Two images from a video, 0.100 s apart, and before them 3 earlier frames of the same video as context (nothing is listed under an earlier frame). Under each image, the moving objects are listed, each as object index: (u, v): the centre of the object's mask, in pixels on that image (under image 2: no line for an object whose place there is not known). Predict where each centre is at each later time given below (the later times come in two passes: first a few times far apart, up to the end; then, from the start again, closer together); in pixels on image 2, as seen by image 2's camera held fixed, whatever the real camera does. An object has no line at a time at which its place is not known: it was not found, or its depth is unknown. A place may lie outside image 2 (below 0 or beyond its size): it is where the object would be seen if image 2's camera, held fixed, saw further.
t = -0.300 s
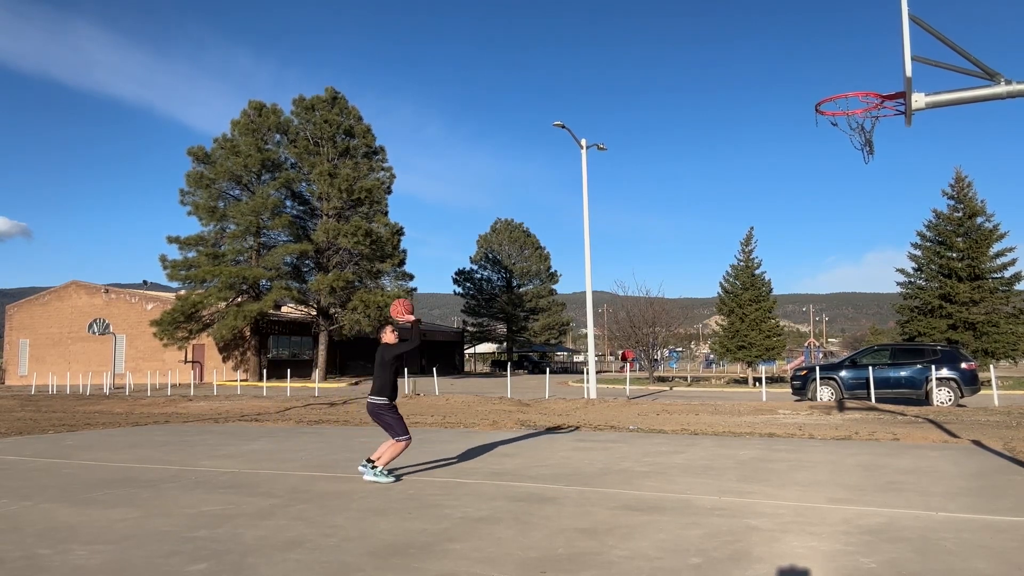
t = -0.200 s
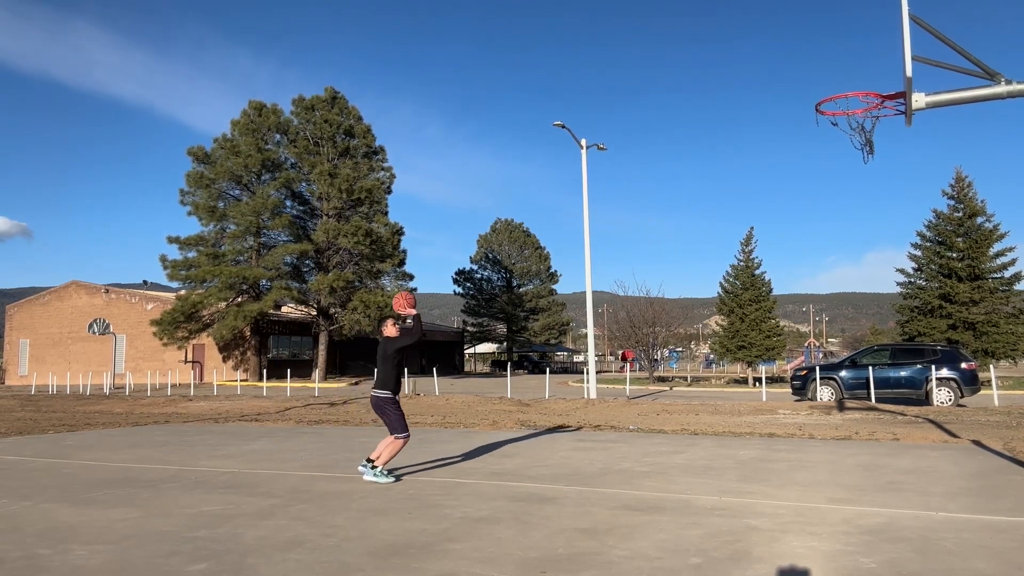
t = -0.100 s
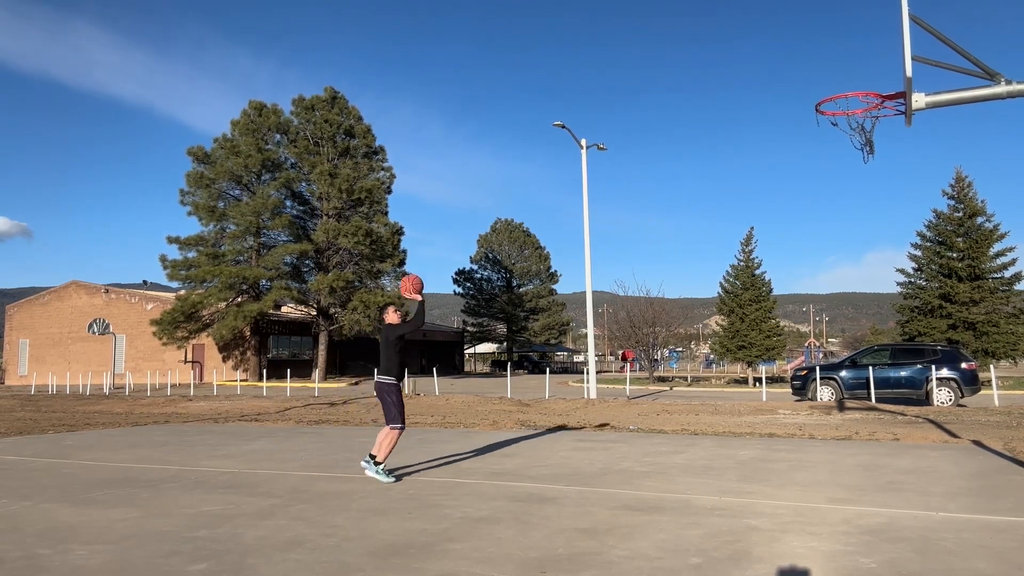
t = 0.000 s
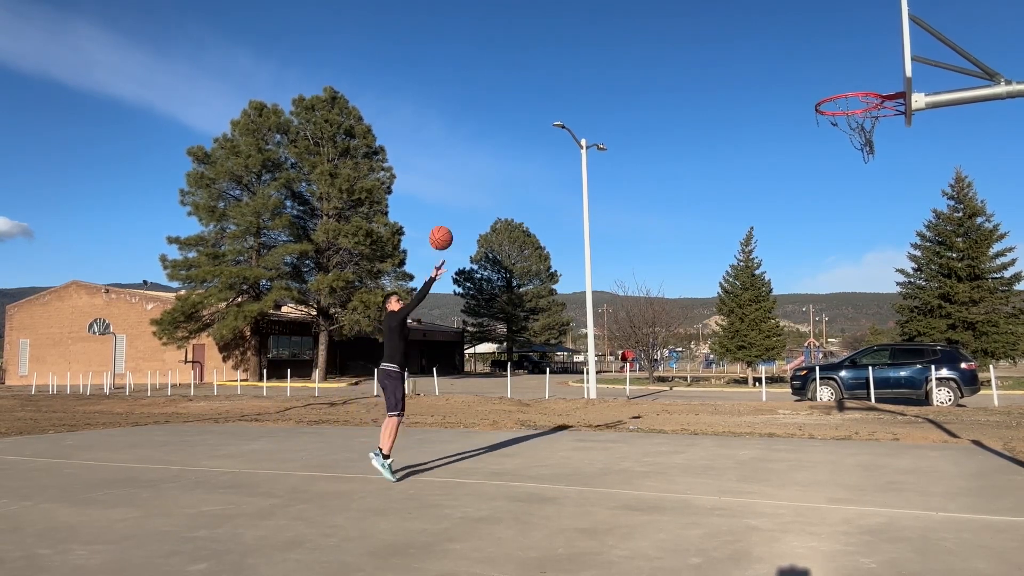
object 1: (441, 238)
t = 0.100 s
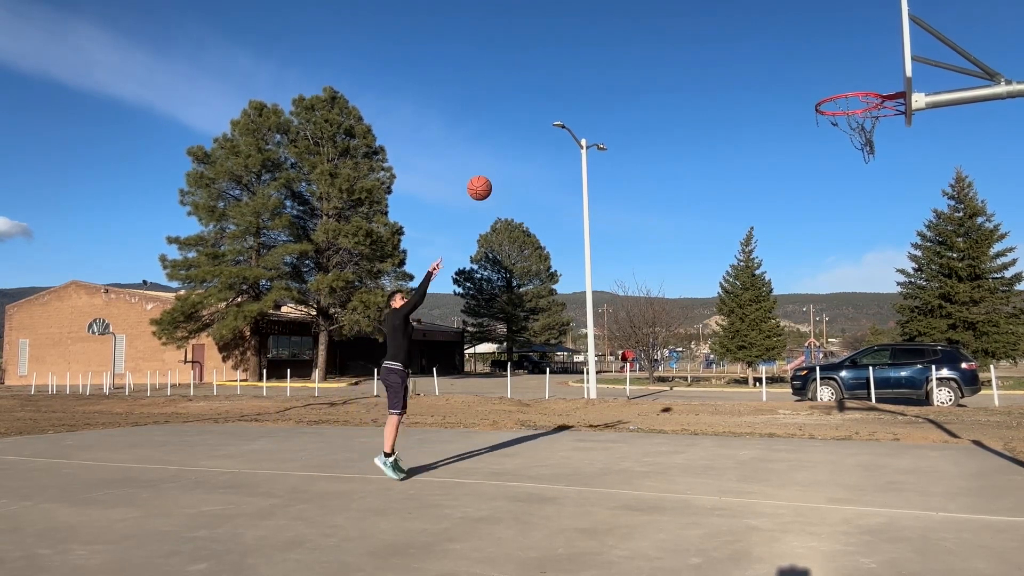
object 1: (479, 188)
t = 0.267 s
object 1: (548, 123)
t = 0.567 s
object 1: (693, 72)
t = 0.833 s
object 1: (832, 84)
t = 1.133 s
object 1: (862, 59)
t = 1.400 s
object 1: (807, 121)
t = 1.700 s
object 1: (763, 273)
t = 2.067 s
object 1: (729, 405)
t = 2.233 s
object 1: (719, 319)
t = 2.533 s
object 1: (708, 247)
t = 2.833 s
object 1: (704, 266)
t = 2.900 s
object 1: (704, 282)
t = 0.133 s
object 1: (493, 173)
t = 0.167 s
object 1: (506, 159)
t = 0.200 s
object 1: (520, 146)
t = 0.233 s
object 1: (534, 134)
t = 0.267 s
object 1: (548, 123)
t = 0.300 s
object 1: (563, 113)
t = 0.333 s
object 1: (578, 104)
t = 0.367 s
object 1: (593, 96)
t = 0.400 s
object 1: (608, 90)
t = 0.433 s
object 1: (624, 84)
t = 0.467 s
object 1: (641, 79)
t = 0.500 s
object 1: (658, 75)
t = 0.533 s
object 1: (675, 73)
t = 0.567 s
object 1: (693, 72)
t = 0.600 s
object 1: (710, 72)
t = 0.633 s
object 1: (729, 74)
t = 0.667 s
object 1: (748, 77)
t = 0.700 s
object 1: (767, 81)
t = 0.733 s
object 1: (787, 86)
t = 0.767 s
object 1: (808, 93)
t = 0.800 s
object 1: (823, 95)
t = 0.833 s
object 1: (832, 84)
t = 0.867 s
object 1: (841, 77)
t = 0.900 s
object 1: (851, 71)
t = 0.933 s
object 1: (860, 65)
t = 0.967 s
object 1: (870, 61)
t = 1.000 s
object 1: (880, 58)
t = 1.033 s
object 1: (887, 57)
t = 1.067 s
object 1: (879, 56)
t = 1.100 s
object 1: (870, 57)
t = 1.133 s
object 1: (862, 59)
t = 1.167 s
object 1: (854, 62)
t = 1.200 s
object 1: (847, 67)
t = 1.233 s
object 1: (840, 73)
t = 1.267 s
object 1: (833, 80)
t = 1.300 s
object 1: (826, 87)
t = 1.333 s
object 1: (820, 98)
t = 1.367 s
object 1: (810, 109)
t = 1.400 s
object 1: (807, 121)
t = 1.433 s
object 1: (802, 134)
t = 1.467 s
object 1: (796, 148)
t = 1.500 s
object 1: (790, 163)
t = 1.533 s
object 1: (785, 179)
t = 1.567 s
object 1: (780, 196)
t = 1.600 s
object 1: (775, 214)
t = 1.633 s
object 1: (771, 232)
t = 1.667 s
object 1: (767, 252)
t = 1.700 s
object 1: (763, 273)
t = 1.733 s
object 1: (759, 294)
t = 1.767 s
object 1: (755, 317)
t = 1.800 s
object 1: (751, 341)
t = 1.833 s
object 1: (748, 366)
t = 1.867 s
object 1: (745, 392)
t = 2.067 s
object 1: (729, 405)
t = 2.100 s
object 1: (727, 385)
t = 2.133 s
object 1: (725, 366)
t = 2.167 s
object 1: (722, 349)
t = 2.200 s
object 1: (720, 333)
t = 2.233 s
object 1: (719, 319)
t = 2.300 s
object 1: (716, 294)
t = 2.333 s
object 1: (714, 284)
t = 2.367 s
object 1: (713, 275)
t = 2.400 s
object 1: (712, 267)
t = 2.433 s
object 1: (711, 260)
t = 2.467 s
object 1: (710, 254)
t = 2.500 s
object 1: (709, 250)
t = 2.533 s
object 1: (708, 247)
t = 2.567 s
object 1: (708, 245)
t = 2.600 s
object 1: (707, 244)
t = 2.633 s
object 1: (707, 244)
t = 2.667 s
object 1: (706, 245)
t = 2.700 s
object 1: (706, 247)
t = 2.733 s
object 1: (705, 250)
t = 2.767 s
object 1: (705, 254)
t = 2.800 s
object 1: (705, 260)
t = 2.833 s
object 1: (704, 266)
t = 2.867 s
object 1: (704, 273)
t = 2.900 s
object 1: (704, 282)
